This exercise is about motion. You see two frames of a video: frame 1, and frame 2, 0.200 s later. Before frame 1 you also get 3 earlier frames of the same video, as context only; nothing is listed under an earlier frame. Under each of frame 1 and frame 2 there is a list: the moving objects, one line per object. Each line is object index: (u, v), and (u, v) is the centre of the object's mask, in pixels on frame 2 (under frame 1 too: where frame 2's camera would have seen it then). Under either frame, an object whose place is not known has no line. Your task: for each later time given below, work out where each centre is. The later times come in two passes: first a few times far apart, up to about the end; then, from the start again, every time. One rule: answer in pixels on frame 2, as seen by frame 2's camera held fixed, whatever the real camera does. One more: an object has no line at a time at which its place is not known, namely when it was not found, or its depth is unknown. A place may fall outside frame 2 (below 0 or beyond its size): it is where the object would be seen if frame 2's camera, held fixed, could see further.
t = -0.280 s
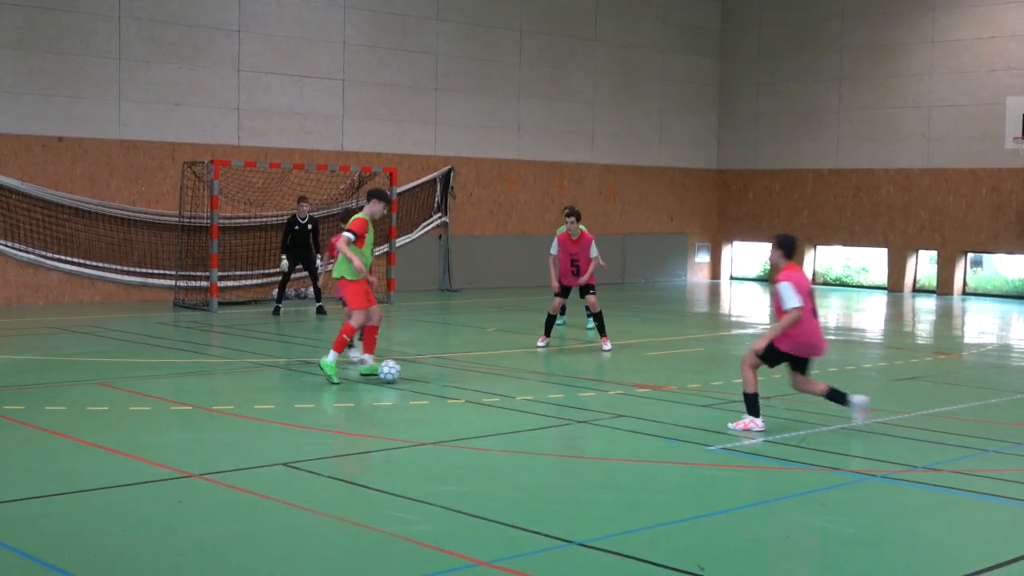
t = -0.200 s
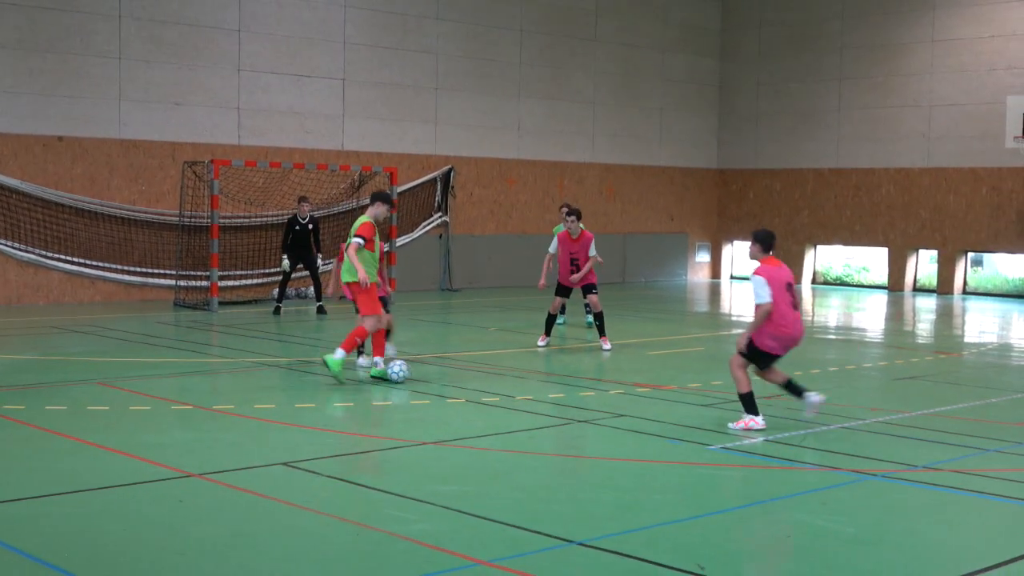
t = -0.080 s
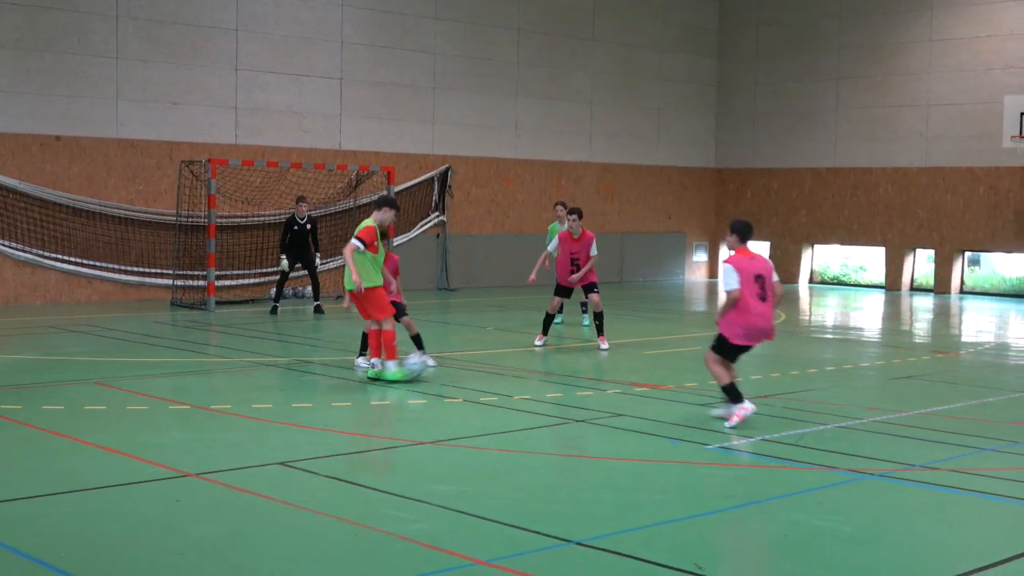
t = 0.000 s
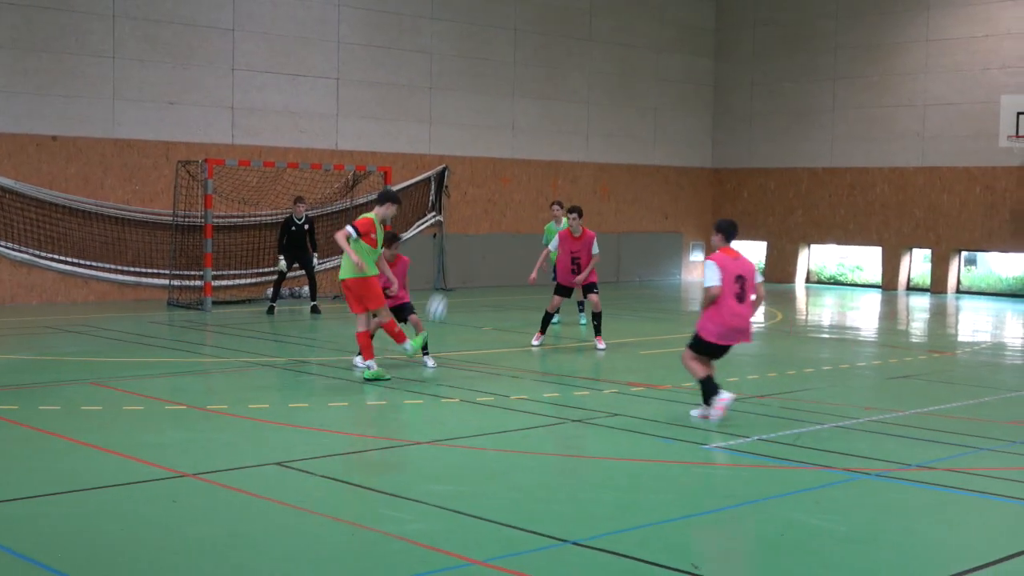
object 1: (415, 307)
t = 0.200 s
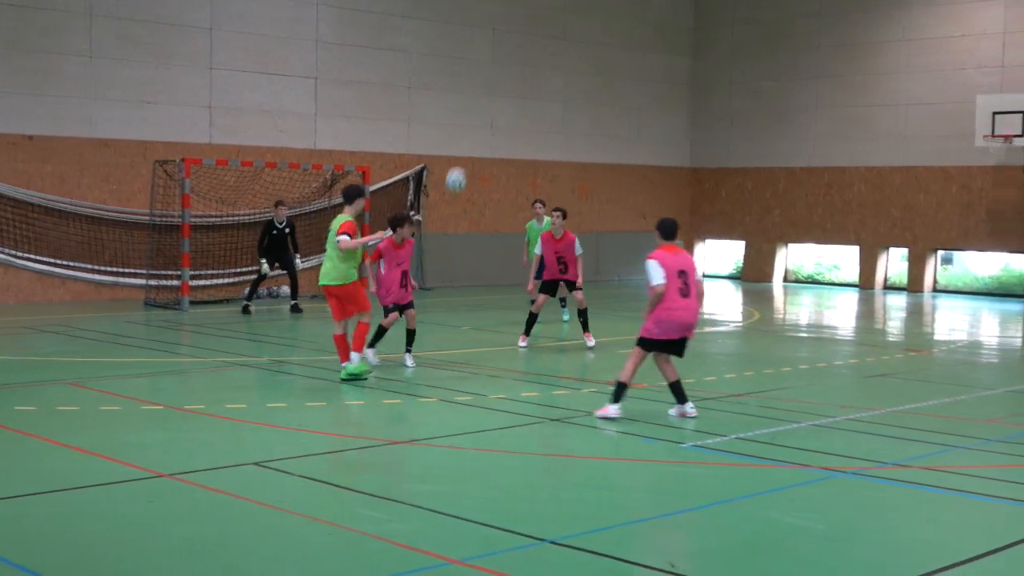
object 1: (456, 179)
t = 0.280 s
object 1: (472, 143)
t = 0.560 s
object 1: (519, 76)
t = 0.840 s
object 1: (560, 87)
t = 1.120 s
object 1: (592, 163)
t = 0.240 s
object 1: (464, 160)
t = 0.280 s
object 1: (472, 143)
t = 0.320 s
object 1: (479, 129)
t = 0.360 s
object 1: (485, 115)
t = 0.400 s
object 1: (493, 104)
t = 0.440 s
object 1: (500, 93)
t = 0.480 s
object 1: (507, 86)
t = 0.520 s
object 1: (514, 80)
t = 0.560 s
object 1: (519, 76)
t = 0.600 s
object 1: (526, 73)
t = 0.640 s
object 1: (532, 71)
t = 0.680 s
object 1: (538, 72)
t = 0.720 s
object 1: (544, 73)
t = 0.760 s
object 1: (549, 77)
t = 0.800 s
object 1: (555, 81)
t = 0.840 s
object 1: (560, 87)
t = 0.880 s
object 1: (565, 94)
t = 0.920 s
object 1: (570, 102)
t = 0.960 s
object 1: (575, 111)
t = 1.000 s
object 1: (580, 123)
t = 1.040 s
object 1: (584, 134)
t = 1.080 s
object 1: (588, 148)
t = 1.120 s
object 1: (592, 163)
